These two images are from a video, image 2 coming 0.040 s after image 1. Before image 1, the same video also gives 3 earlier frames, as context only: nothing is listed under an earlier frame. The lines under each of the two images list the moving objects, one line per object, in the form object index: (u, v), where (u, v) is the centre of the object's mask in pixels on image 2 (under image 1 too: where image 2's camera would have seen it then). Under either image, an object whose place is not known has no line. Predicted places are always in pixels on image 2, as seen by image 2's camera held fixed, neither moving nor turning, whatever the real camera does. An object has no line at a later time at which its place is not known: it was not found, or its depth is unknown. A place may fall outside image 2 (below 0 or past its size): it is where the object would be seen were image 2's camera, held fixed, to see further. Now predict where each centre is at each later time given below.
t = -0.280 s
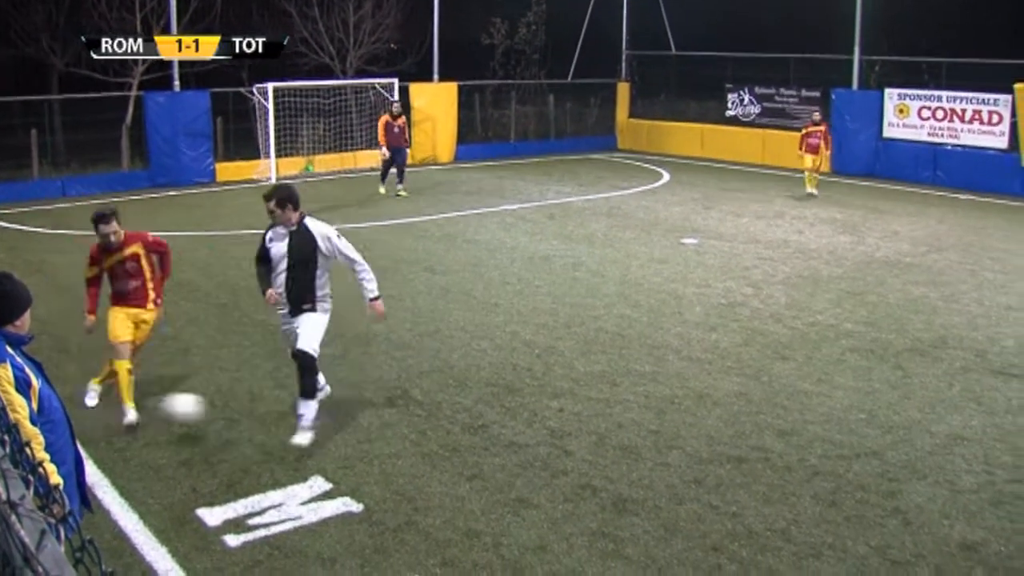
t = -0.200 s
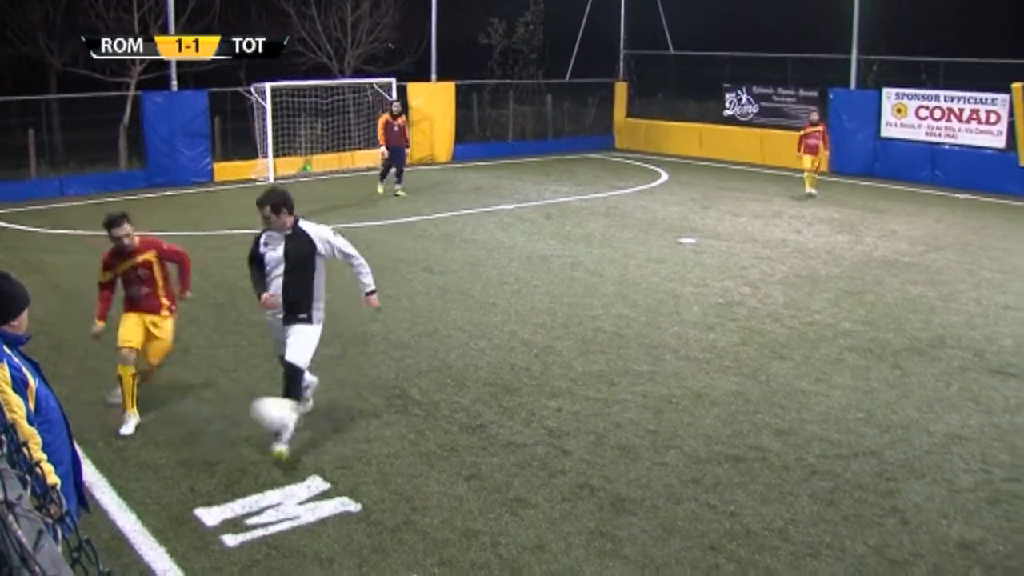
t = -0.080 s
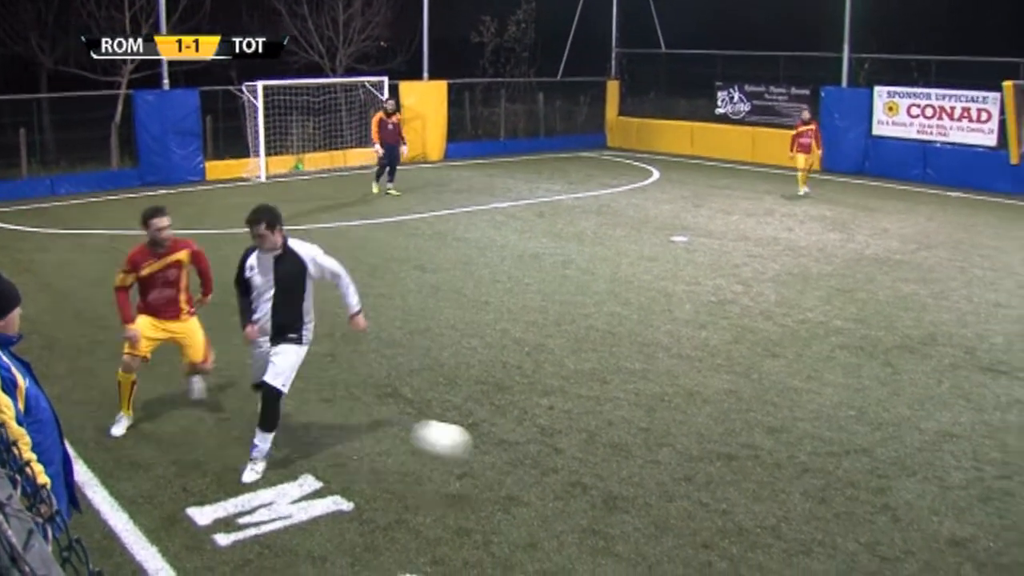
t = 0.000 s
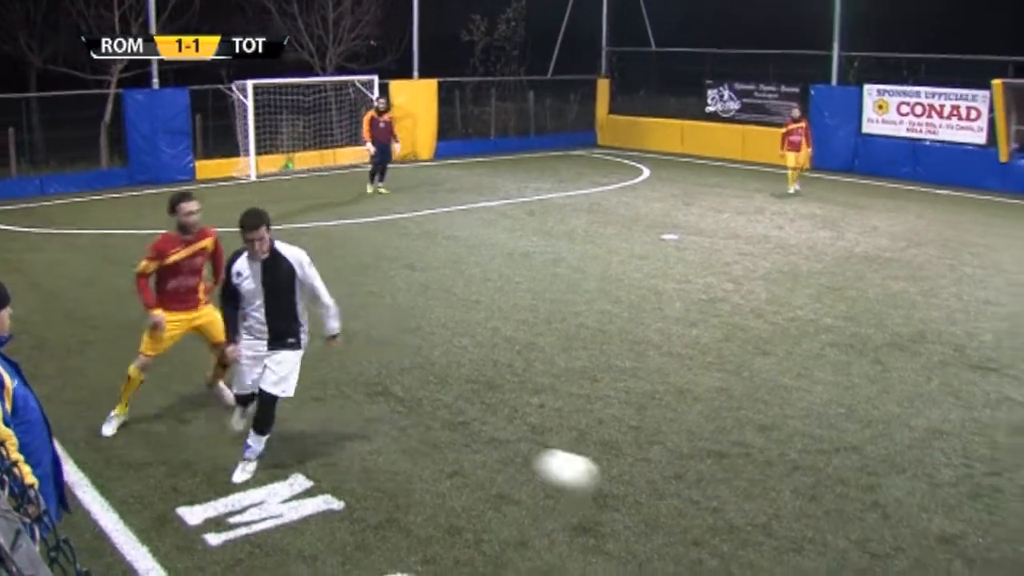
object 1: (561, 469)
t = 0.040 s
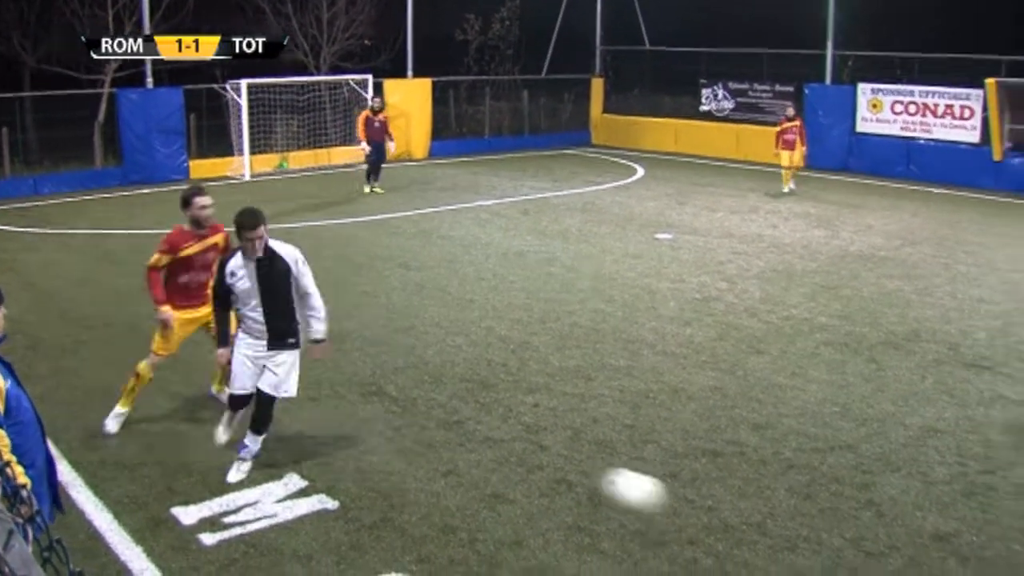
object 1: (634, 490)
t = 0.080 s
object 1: (709, 515)
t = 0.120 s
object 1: (787, 542)
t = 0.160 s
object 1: (864, 563)
